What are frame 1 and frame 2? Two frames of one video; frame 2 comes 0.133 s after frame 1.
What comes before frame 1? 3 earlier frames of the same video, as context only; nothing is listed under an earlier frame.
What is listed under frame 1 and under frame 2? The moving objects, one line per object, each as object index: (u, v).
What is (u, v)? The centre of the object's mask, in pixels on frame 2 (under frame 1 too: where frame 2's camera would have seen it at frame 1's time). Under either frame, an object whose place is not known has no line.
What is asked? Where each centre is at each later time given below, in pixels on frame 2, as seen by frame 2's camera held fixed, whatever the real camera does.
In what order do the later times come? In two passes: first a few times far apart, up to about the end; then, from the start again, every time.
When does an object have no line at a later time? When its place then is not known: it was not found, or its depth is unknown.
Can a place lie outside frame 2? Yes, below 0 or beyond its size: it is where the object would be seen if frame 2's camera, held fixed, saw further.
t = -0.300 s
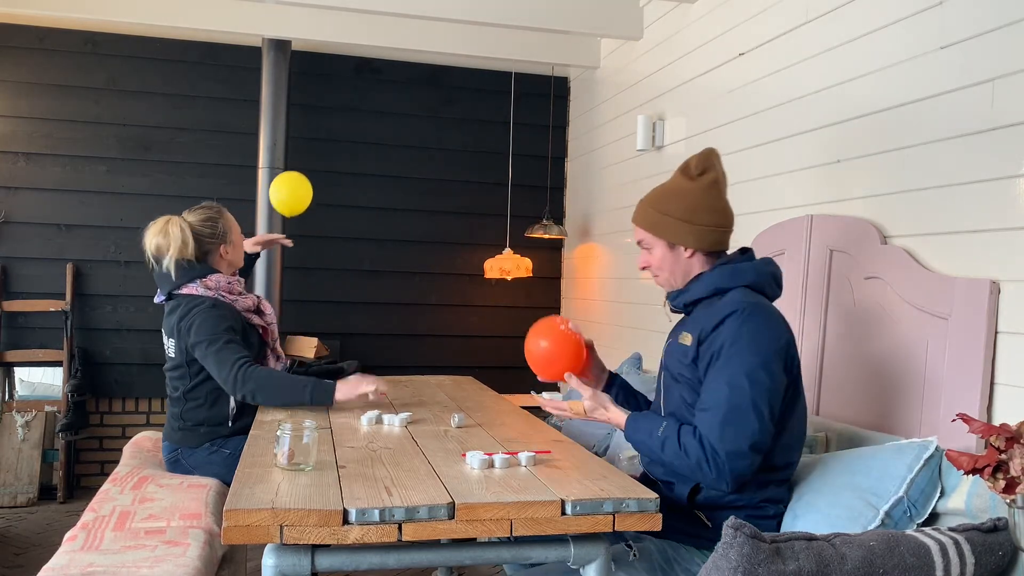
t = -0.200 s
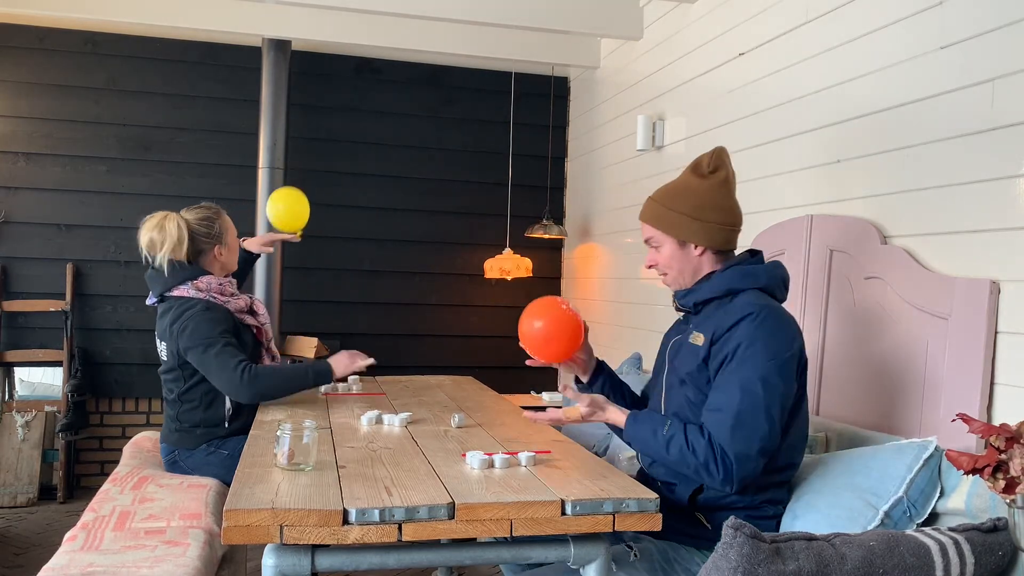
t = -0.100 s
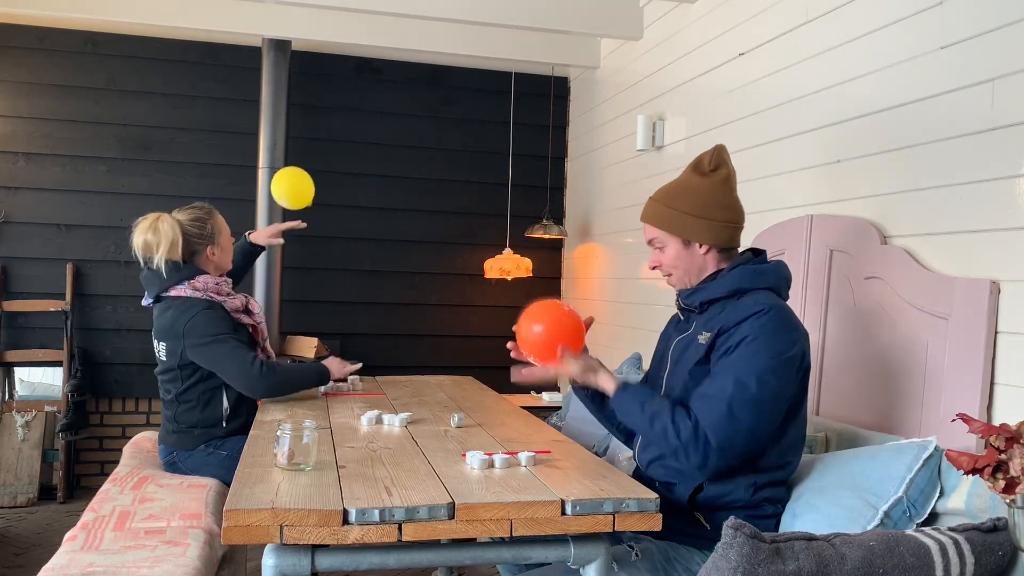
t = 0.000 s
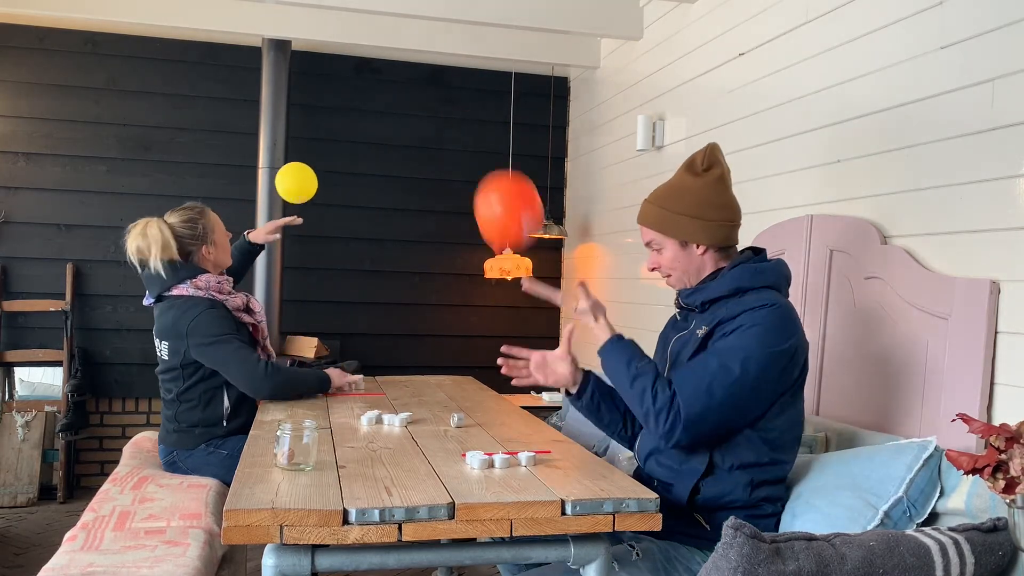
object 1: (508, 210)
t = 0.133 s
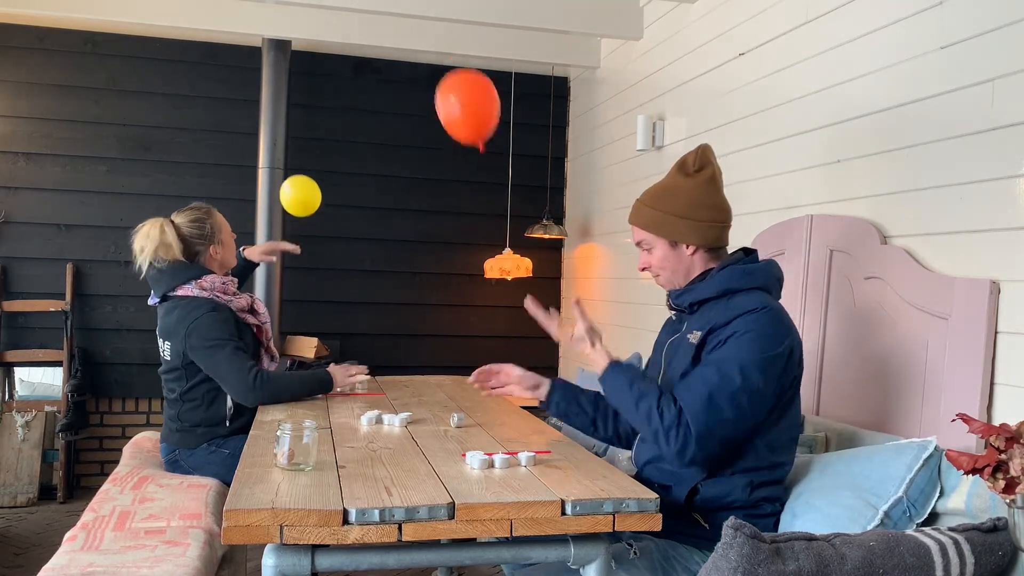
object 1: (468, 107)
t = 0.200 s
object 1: (457, 80)
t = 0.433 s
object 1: (433, 67)
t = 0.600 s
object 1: (416, 91)
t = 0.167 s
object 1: (462, 92)
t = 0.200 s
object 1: (457, 80)
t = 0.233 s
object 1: (453, 71)
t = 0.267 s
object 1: (449, 65)
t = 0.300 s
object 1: (446, 62)
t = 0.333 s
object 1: (443, 62)
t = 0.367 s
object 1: (440, 63)
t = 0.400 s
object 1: (437, 64)
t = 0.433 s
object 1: (433, 67)
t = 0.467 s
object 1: (429, 70)
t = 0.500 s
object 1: (426, 74)
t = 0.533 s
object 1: (422, 79)
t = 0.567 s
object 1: (419, 85)
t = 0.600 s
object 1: (416, 91)
